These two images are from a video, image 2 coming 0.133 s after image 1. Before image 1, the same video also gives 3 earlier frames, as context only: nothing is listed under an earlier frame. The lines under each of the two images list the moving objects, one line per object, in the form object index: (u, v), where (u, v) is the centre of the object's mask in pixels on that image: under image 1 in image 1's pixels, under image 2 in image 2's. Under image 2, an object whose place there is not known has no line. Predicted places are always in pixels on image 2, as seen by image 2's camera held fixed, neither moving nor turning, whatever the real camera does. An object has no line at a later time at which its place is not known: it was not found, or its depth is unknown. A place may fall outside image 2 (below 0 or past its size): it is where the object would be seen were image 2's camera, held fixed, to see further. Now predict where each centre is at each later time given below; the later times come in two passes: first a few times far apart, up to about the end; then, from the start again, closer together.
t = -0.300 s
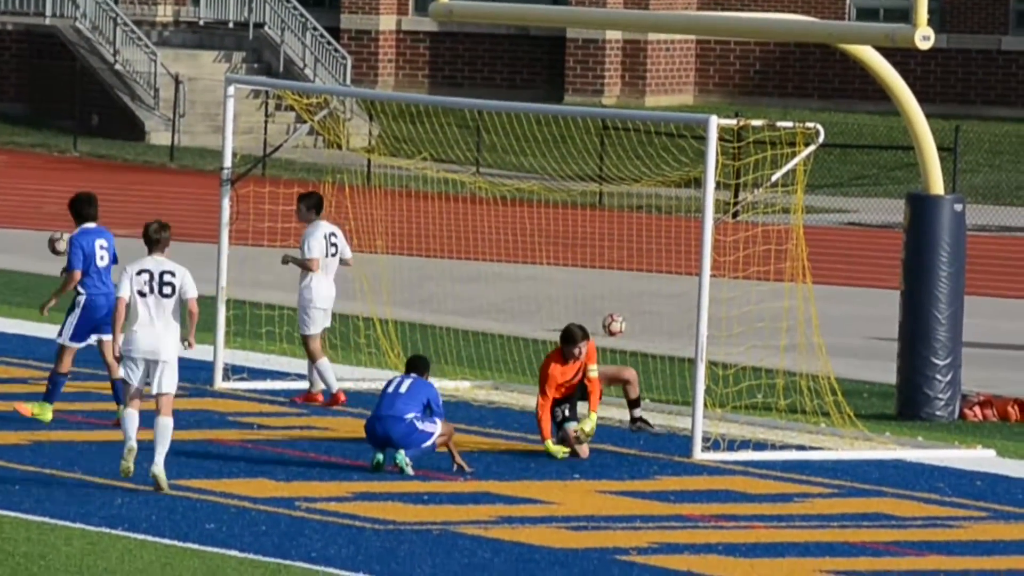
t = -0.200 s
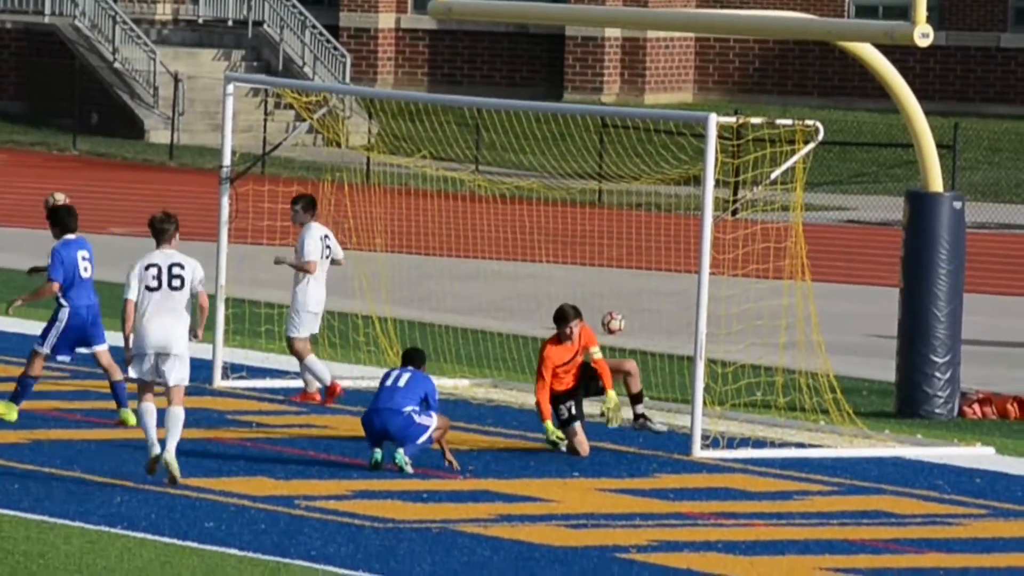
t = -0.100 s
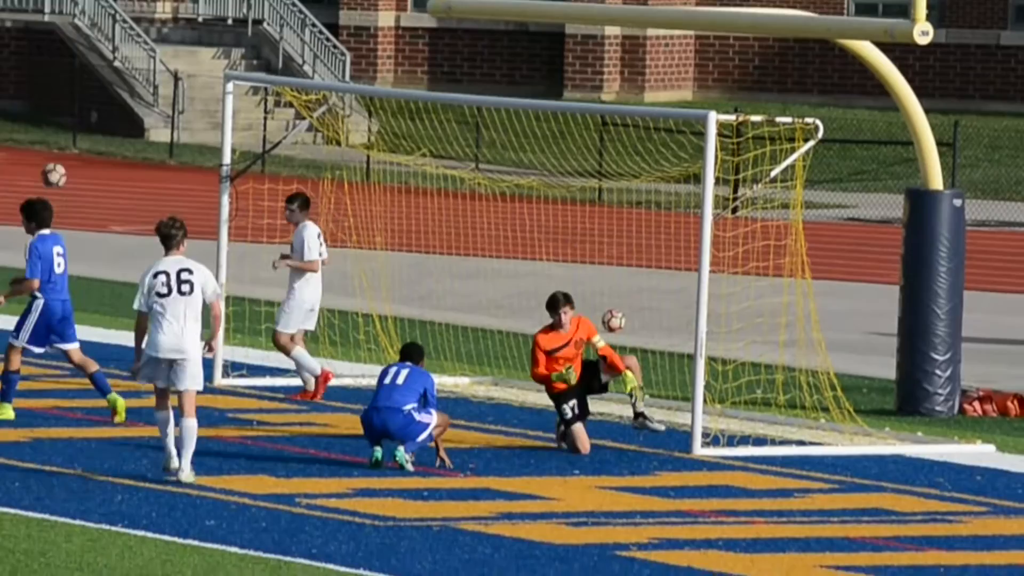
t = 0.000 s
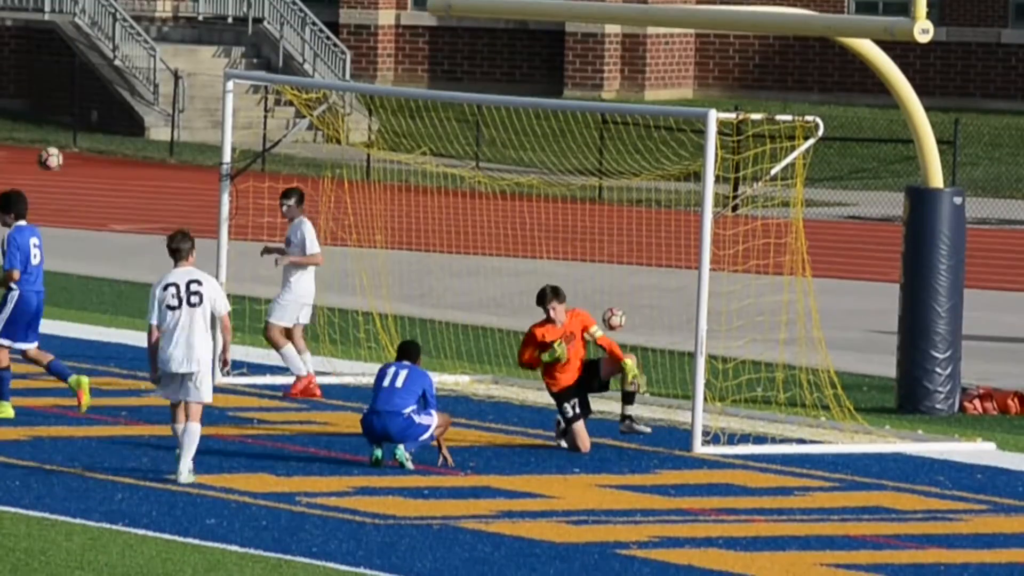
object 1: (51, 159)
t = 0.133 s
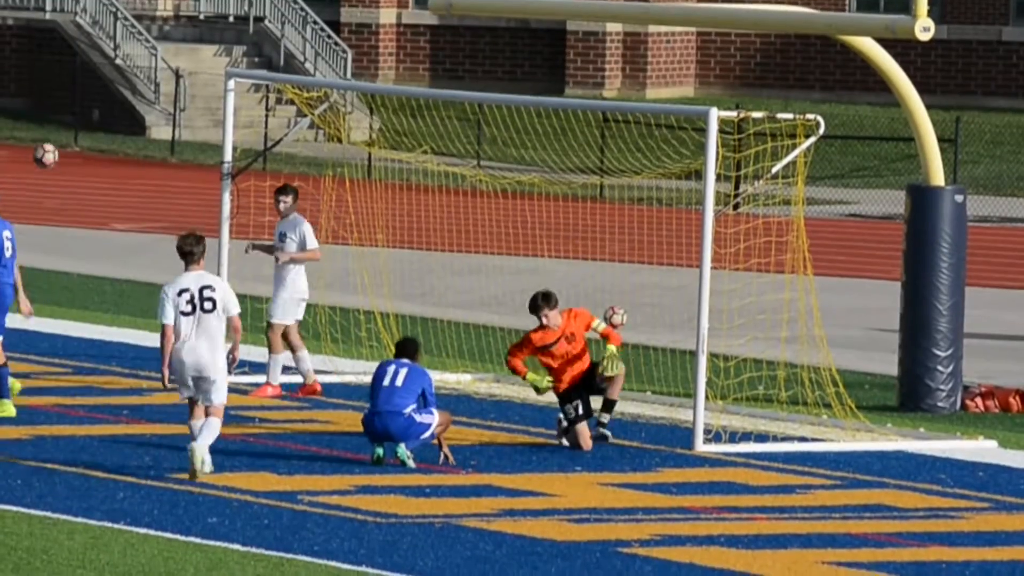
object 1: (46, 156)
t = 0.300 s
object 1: (37, 181)
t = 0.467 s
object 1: (27, 238)
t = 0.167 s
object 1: (44, 158)
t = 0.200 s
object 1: (43, 162)
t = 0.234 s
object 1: (42, 167)
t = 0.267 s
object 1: (39, 173)
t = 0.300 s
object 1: (37, 181)
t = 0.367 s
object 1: (34, 200)
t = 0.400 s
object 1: (32, 212)
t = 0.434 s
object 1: (30, 224)
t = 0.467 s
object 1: (27, 238)
